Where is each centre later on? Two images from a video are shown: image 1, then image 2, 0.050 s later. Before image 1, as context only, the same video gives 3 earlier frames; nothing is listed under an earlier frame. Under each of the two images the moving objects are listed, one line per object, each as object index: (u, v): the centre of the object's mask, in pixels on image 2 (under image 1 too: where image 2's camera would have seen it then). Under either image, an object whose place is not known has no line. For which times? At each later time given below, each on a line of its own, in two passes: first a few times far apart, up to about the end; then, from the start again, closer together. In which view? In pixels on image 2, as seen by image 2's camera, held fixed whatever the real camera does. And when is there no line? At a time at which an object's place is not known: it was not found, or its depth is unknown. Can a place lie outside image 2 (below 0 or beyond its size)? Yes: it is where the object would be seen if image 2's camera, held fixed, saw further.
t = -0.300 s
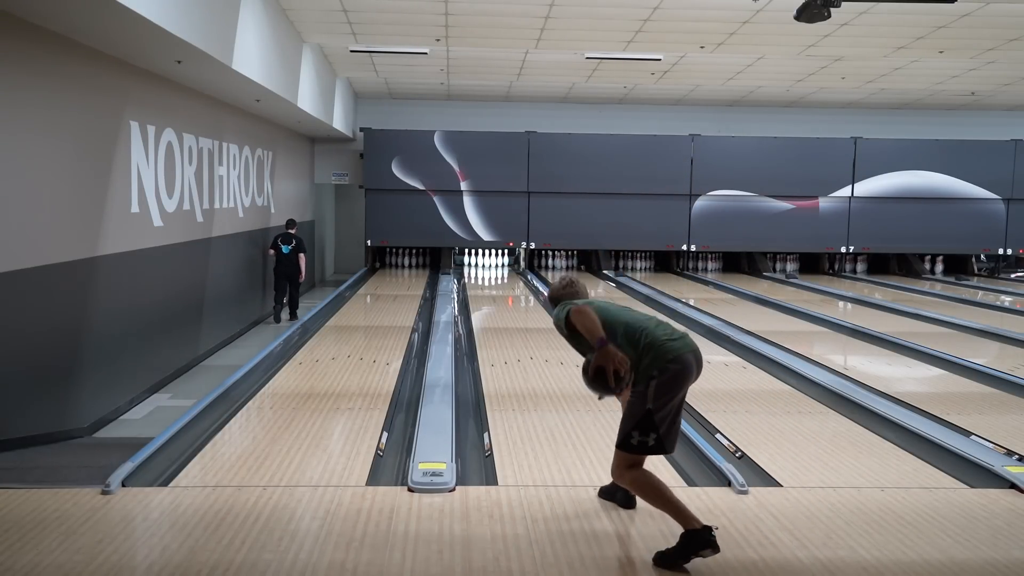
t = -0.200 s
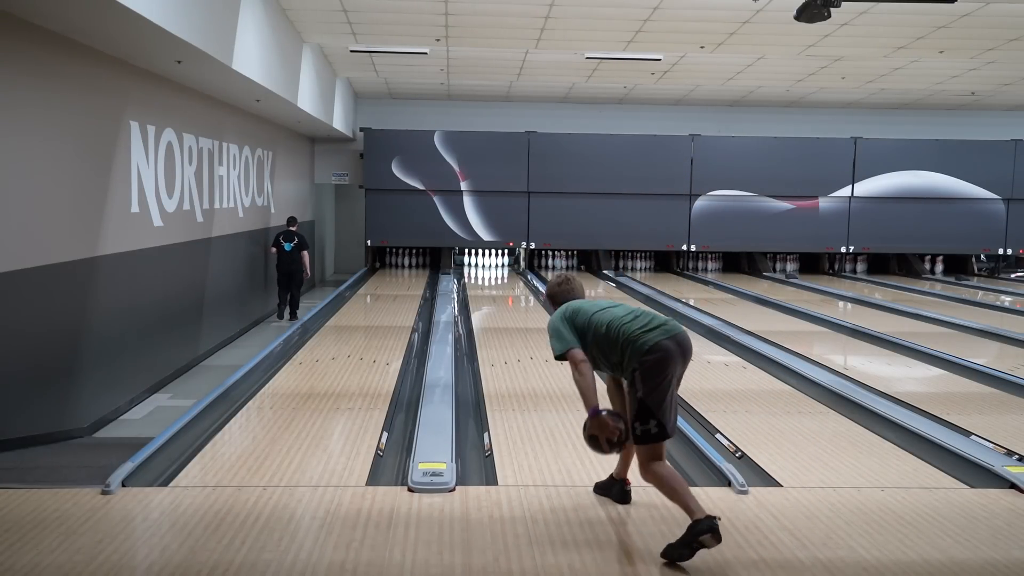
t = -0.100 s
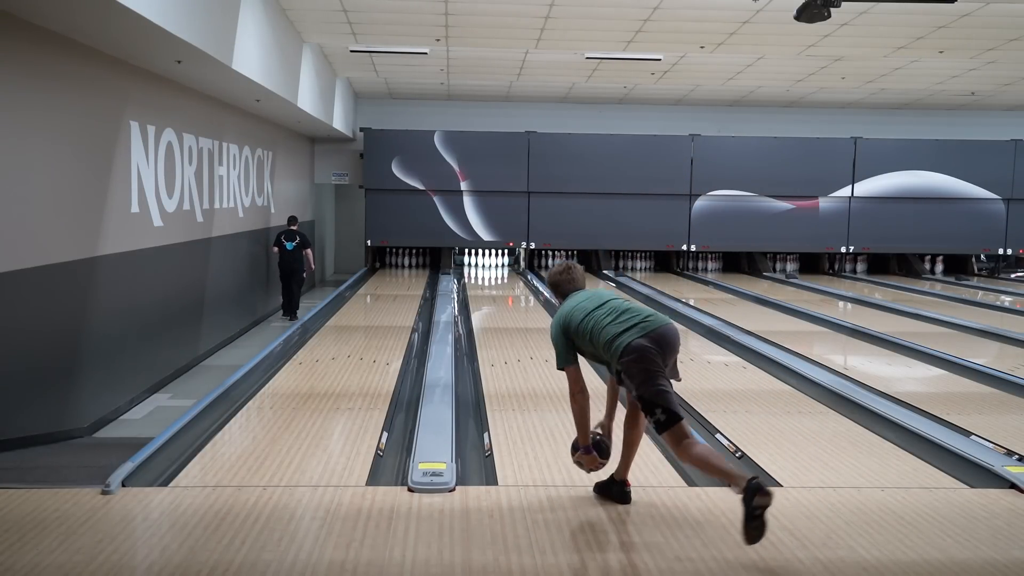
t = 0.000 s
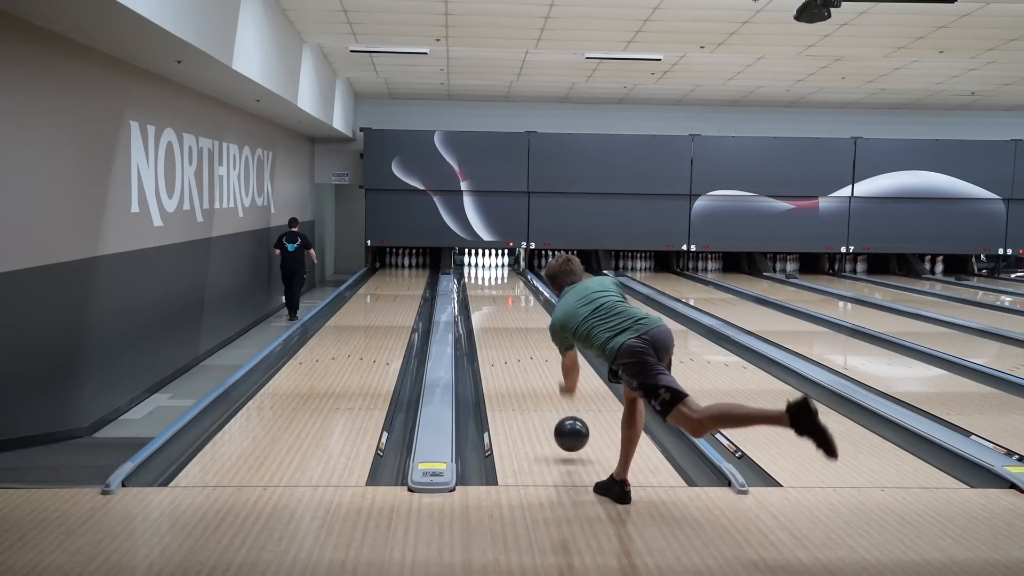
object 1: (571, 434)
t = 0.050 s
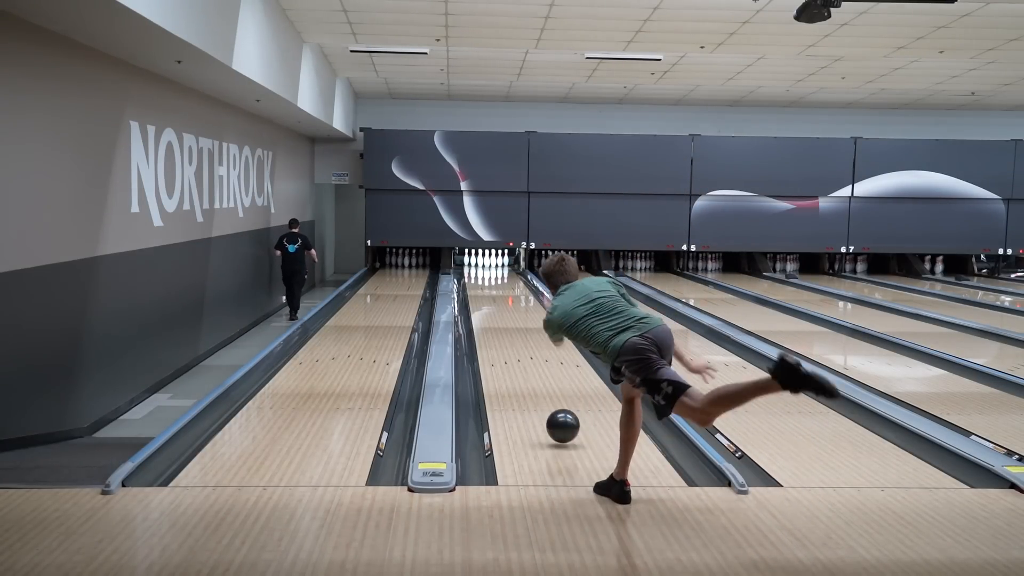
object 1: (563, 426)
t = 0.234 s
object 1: (539, 390)
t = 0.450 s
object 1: (519, 358)
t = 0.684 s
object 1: (505, 333)
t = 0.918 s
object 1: (495, 315)
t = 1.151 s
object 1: (487, 301)
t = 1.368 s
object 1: (482, 292)
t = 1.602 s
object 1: (478, 283)
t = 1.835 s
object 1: (478, 276)
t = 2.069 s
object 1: (478, 270)
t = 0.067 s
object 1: (560, 424)
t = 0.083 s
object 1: (558, 421)
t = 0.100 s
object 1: (555, 417)
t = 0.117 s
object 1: (553, 413)
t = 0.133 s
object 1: (551, 410)
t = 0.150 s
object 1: (548, 406)
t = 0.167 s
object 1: (546, 403)
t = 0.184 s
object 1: (544, 399)
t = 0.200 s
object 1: (542, 396)
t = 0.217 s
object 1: (541, 393)
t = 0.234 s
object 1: (539, 390)
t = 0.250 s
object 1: (537, 387)
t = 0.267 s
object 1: (535, 384)
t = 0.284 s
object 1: (533, 382)
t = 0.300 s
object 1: (532, 379)
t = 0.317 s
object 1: (530, 376)
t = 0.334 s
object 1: (529, 374)
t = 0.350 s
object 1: (527, 372)
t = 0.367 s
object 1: (526, 369)
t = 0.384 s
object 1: (525, 367)
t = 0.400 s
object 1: (523, 365)
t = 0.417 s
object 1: (522, 362)
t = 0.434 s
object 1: (520, 360)
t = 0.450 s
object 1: (519, 358)
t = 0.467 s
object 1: (518, 356)
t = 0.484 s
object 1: (517, 354)
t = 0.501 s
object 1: (516, 352)
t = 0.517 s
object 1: (515, 350)
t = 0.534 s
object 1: (514, 348)
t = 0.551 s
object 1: (513, 346)
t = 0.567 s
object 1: (511, 344)
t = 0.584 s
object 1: (510, 343)
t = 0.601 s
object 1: (509, 341)
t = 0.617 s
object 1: (509, 339)
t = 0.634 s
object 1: (508, 338)
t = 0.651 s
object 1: (507, 336)
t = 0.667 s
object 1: (506, 334)
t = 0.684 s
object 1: (505, 333)
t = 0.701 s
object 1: (504, 331)
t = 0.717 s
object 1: (503, 330)
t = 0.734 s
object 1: (503, 329)
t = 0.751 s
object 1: (502, 327)
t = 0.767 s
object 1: (501, 326)
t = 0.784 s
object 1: (500, 324)
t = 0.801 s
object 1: (499, 323)
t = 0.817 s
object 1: (499, 322)
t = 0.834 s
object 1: (498, 321)
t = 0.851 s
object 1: (497, 320)
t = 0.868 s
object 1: (497, 319)
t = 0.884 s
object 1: (496, 318)
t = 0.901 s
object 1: (496, 316)
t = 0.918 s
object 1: (495, 315)
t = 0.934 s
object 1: (494, 314)
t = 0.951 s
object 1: (494, 313)
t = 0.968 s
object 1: (493, 312)
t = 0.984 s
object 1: (492, 311)
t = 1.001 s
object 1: (492, 310)
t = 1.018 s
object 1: (491, 309)
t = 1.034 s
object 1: (491, 308)
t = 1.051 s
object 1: (490, 307)
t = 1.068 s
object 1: (490, 306)
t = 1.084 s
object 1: (489, 305)
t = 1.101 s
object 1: (489, 304)
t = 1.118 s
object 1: (488, 303)
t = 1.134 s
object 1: (488, 302)
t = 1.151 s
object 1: (487, 301)
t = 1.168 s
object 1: (487, 301)
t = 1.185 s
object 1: (487, 300)
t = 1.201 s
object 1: (486, 299)
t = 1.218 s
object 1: (486, 298)
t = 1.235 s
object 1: (485, 298)
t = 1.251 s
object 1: (485, 297)
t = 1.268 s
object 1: (484, 296)
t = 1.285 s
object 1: (484, 295)
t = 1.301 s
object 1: (484, 295)
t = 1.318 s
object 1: (483, 294)
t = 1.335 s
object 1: (483, 293)
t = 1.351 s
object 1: (482, 292)
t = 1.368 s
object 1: (482, 292)
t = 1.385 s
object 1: (482, 291)
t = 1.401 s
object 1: (482, 291)
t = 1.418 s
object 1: (481, 290)
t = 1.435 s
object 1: (481, 289)
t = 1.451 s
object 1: (481, 288)
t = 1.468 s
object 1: (481, 288)
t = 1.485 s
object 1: (481, 287)
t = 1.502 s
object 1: (480, 286)
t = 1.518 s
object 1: (480, 286)
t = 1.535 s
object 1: (480, 285)
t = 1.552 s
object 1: (479, 284)
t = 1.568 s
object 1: (479, 282)
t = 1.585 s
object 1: (476, 283)
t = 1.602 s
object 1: (478, 283)
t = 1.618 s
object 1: (478, 282)
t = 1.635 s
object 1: (478, 282)
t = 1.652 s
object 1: (478, 281)
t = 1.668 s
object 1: (478, 281)
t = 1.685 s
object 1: (478, 280)
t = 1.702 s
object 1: (478, 279)
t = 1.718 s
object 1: (478, 279)
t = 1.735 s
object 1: (478, 278)
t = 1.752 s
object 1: (478, 278)
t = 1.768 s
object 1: (478, 277)
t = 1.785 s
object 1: (478, 277)
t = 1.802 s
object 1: (477, 276)
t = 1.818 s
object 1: (478, 276)
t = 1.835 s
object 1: (478, 276)
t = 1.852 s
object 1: (477, 275)
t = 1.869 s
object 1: (477, 274)
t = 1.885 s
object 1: (477, 274)
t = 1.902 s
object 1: (477, 274)
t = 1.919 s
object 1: (477, 273)
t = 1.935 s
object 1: (478, 273)
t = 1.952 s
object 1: (478, 272)
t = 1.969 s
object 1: (478, 272)
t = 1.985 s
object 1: (478, 271)
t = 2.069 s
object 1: (478, 270)
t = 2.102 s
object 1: (478, 269)
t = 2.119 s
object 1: (478, 268)
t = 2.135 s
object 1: (479, 268)
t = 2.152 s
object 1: (479, 268)
